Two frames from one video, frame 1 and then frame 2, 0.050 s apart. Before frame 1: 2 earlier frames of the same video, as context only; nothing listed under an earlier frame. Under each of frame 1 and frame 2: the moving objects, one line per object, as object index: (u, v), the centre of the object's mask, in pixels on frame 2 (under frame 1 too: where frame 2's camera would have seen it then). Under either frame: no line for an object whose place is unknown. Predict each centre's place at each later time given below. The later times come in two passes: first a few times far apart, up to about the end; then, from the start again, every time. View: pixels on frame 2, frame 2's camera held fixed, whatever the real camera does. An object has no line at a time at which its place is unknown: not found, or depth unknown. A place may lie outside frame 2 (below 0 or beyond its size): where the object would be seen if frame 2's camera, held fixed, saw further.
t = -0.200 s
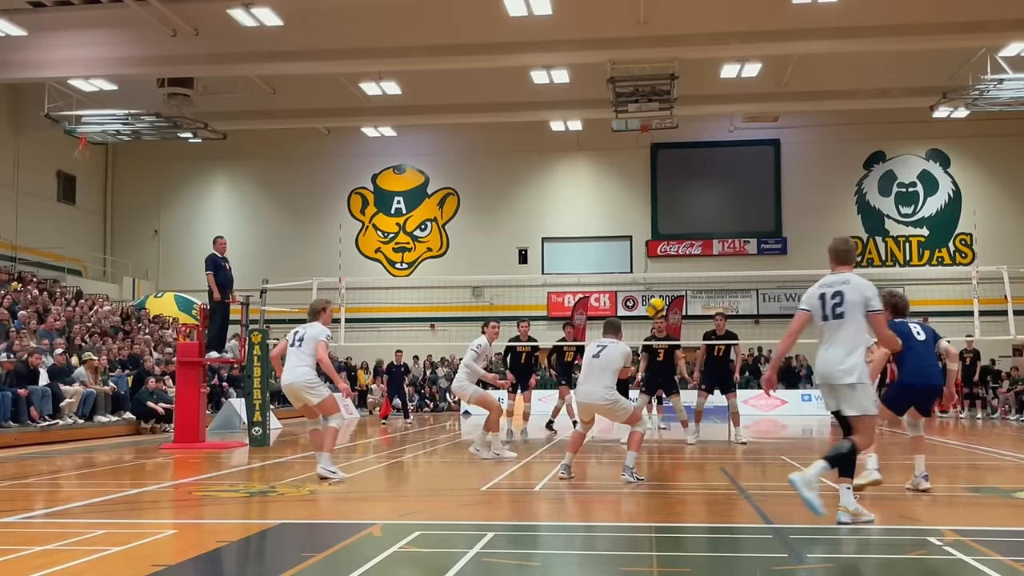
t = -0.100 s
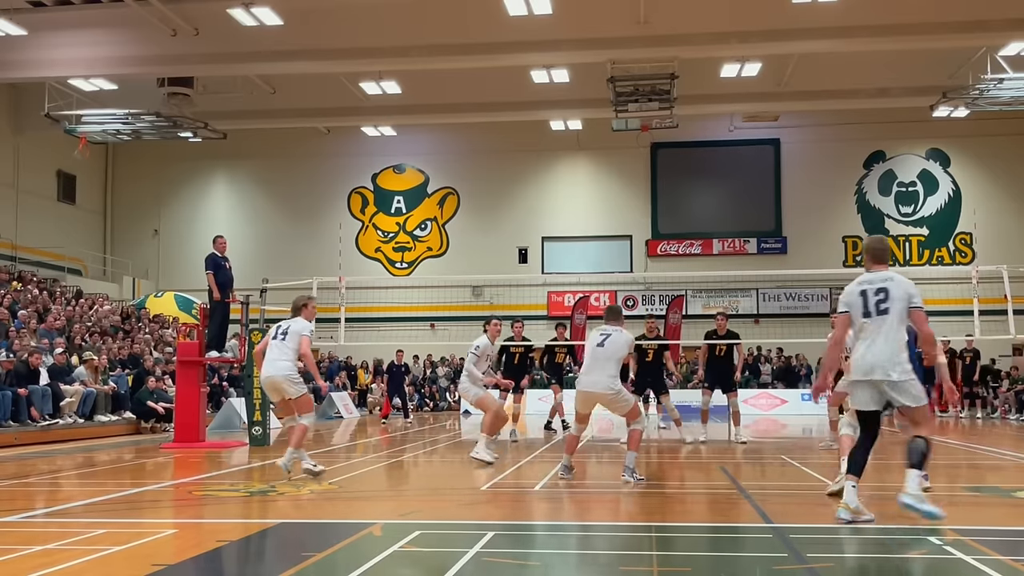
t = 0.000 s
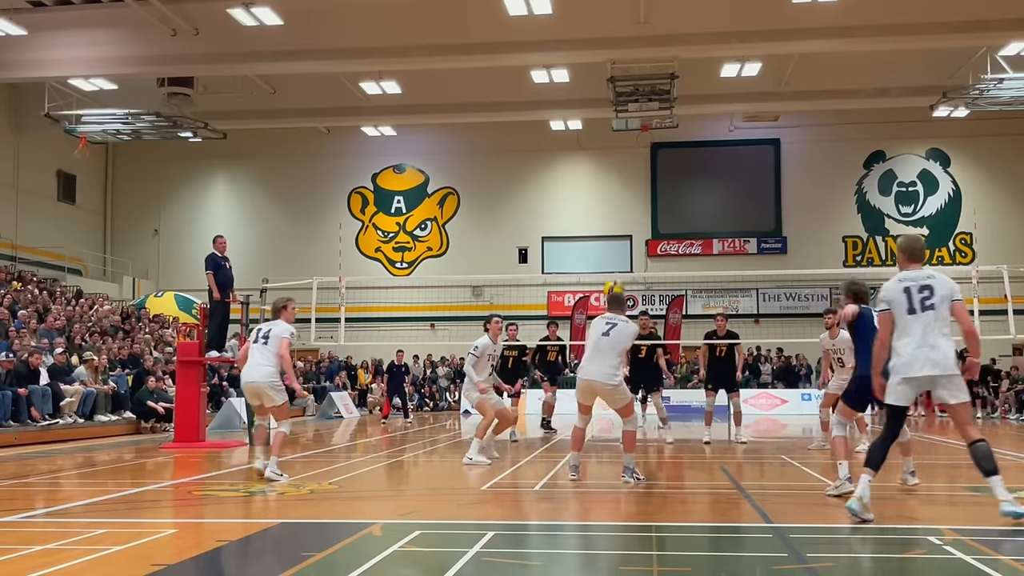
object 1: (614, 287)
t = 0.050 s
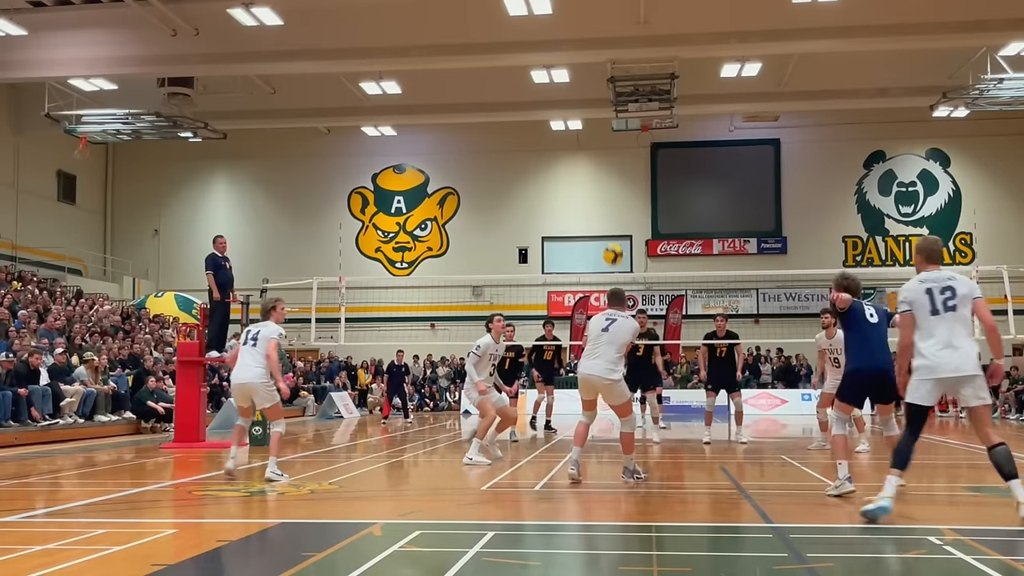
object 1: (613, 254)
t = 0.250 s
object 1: (609, 148)
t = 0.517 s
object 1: (605, 75)
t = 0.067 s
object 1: (612, 243)
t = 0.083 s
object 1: (612, 233)
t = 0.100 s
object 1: (612, 223)
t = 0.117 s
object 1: (612, 213)
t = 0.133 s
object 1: (611, 203)
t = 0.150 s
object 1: (610, 194)
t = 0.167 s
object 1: (610, 186)
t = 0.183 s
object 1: (610, 176)
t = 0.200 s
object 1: (610, 169)
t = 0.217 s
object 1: (610, 160)
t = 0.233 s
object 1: (609, 154)
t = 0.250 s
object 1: (609, 148)
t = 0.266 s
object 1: (608, 139)
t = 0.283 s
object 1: (608, 132)
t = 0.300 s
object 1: (608, 127)
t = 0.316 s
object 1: (607, 122)
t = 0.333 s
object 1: (607, 117)
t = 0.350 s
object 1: (607, 111)
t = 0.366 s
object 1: (607, 106)
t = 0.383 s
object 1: (606, 101)
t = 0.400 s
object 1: (606, 98)
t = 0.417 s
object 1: (606, 93)
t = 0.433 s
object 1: (606, 89)
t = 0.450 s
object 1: (605, 86)
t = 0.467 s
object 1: (606, 83)
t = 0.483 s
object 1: (605, 80)
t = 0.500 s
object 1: (605, 78)
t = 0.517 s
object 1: (605, 75)
